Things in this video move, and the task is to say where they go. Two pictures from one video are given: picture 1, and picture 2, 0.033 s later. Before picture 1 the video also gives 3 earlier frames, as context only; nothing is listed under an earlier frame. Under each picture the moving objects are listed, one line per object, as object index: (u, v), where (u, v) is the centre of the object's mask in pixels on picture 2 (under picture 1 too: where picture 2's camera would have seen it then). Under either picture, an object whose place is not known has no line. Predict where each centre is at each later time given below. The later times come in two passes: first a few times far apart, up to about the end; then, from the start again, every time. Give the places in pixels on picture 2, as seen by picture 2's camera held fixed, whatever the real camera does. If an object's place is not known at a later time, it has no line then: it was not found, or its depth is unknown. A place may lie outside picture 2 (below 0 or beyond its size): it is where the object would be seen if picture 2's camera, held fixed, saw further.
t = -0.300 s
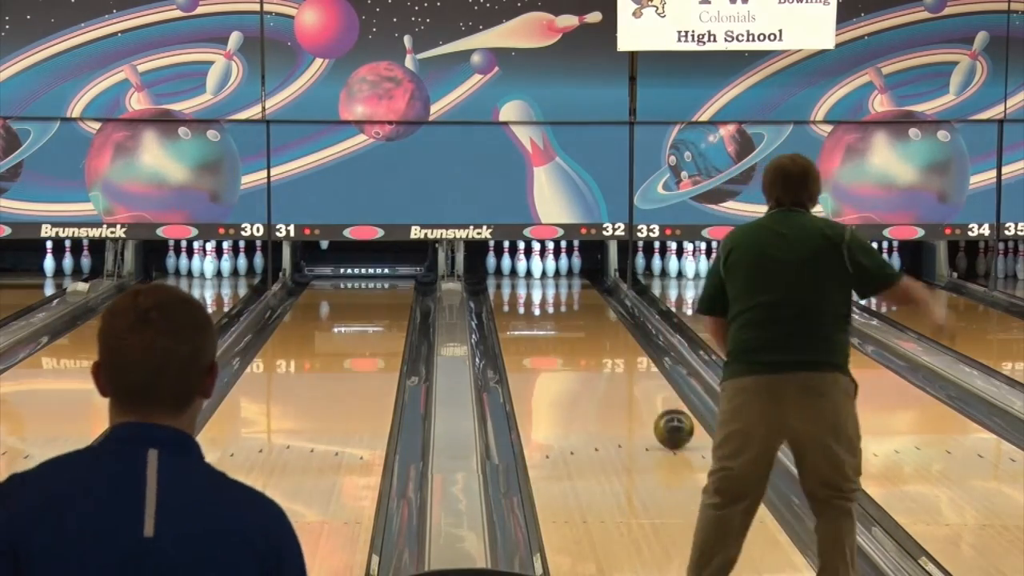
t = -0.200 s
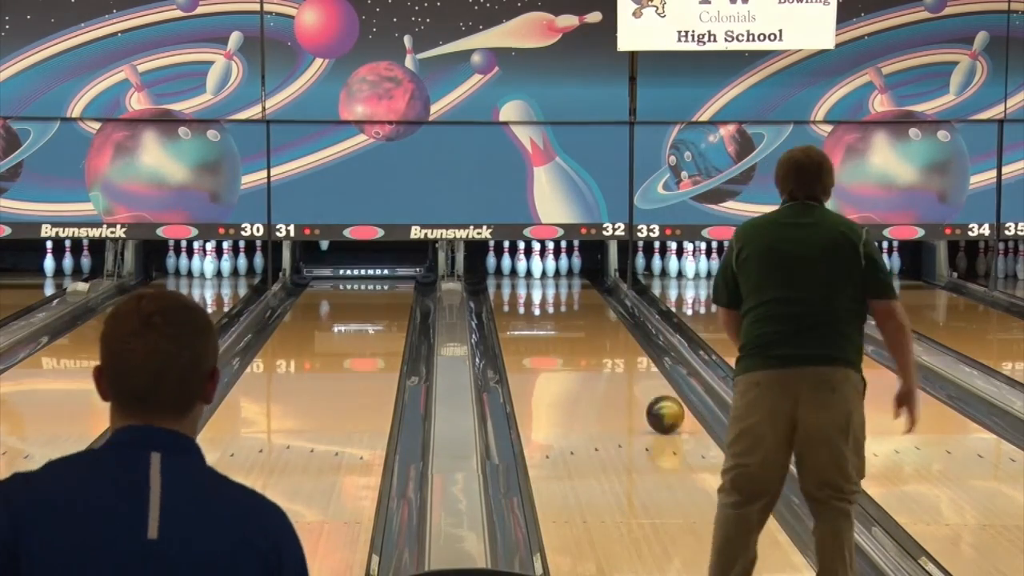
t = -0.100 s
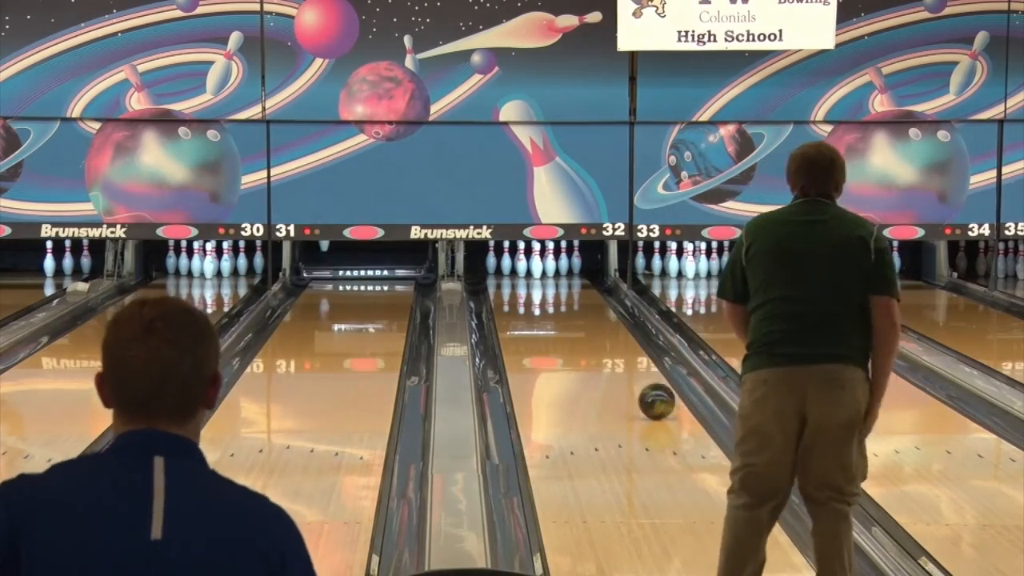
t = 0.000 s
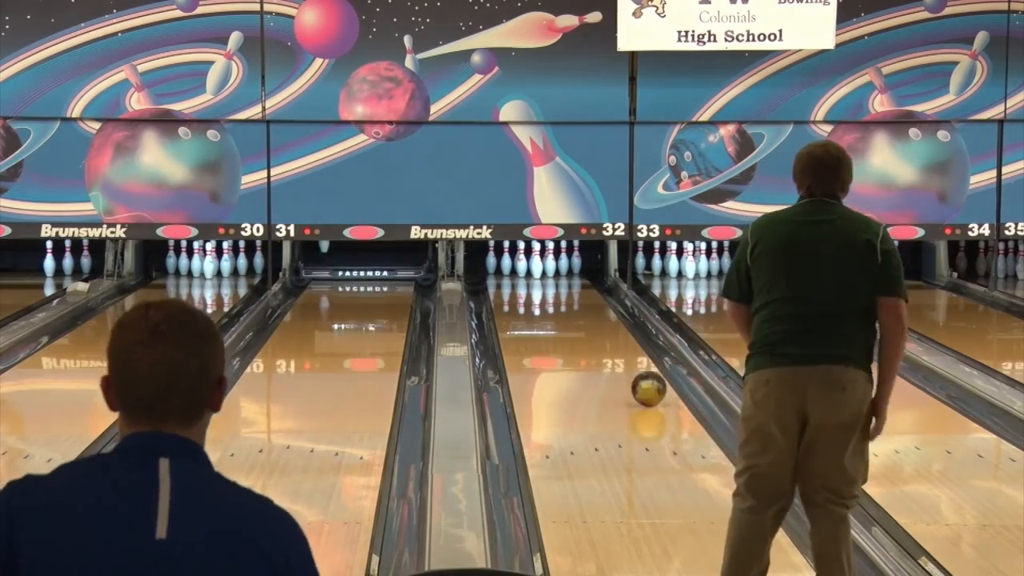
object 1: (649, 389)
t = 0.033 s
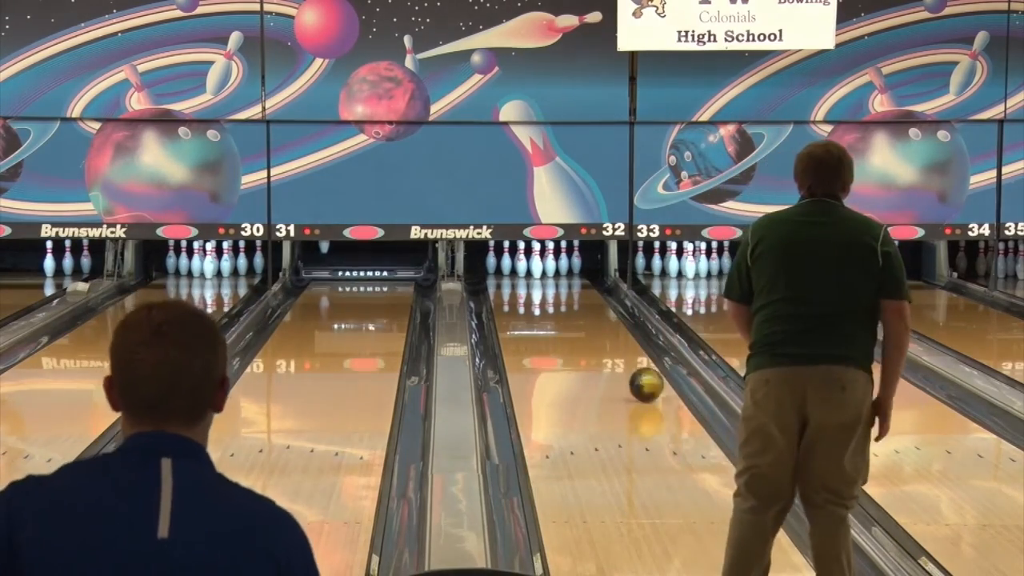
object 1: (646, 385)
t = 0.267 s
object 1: (629, 360)
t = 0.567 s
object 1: (608, 334)
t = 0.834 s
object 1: (591, 316)
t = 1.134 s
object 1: (572, 299)
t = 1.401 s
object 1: (557, 287)
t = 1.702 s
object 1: (537, 275)
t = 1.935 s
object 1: (518, 267)
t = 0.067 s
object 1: (644, 380)
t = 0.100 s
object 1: (641, 377)
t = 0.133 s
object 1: (639, 373)
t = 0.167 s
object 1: (636, 370)
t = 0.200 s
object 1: (634, 366)
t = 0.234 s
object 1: (632, 363)
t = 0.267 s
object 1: (629, 360)
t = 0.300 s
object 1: (627, 357)
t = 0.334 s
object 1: (625, 353)
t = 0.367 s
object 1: (622, 350)
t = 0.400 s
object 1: (620, 348)
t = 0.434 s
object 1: (617, 345)
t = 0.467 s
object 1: (615, 342)
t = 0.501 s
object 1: (612, 340)
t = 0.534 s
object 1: (611, 337)
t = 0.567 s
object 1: (608, 334)
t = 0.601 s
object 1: (607, 332)
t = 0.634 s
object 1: (604, 330)
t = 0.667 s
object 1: (601, 327)
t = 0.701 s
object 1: (599, 325)
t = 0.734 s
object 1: (597, 323)
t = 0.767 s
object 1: (595, 320)
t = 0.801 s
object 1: (594, 318)
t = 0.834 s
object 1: (591, 316)
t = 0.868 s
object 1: (588, 314)
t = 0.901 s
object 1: (586, 312)
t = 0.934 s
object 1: (584, 310)
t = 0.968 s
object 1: (582, 308)
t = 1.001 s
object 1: (582, 304)
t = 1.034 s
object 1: (578, 304)
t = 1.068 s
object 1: (576, 302)
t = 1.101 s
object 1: (575, 301)
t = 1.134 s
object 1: (572, 299)
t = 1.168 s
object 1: (571, 297)
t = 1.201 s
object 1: (568, 295)
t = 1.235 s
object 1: (567, 293)
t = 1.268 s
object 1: (565, 292)
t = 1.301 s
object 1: (563, 290)
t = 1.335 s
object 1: (560, 289)
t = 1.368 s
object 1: (558, 288)
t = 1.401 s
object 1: (557, 287)
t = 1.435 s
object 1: (555, 286)
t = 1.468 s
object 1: (553, 284)
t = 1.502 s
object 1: (551, 283)
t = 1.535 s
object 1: (548, 282)
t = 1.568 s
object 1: (546, 280)
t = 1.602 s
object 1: (544, 279)
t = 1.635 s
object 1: (542, 278)
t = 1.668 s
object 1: (540, 276)
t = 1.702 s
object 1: (537, 275)
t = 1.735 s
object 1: (535, 274)
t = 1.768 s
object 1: (533, 273)
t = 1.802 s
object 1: (531, 271)
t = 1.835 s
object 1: (529, 270)
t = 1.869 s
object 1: (526, 269)
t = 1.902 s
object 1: (522, 268)
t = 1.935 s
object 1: (518, 267)
